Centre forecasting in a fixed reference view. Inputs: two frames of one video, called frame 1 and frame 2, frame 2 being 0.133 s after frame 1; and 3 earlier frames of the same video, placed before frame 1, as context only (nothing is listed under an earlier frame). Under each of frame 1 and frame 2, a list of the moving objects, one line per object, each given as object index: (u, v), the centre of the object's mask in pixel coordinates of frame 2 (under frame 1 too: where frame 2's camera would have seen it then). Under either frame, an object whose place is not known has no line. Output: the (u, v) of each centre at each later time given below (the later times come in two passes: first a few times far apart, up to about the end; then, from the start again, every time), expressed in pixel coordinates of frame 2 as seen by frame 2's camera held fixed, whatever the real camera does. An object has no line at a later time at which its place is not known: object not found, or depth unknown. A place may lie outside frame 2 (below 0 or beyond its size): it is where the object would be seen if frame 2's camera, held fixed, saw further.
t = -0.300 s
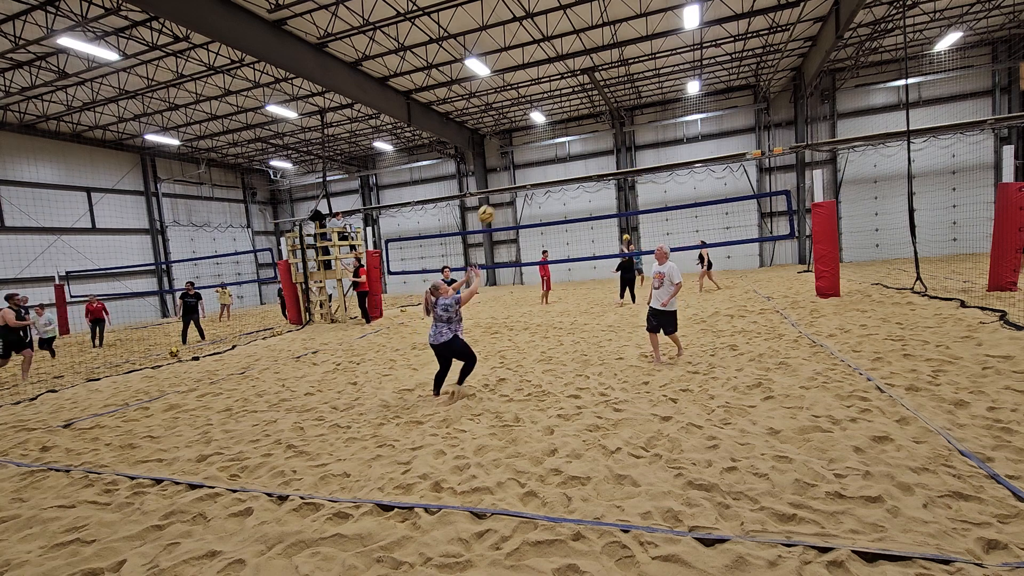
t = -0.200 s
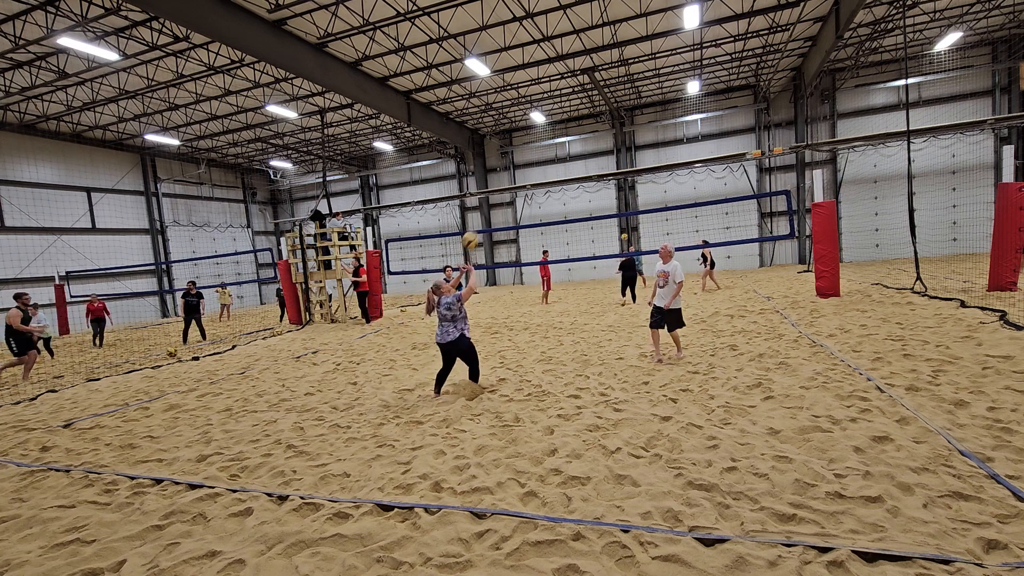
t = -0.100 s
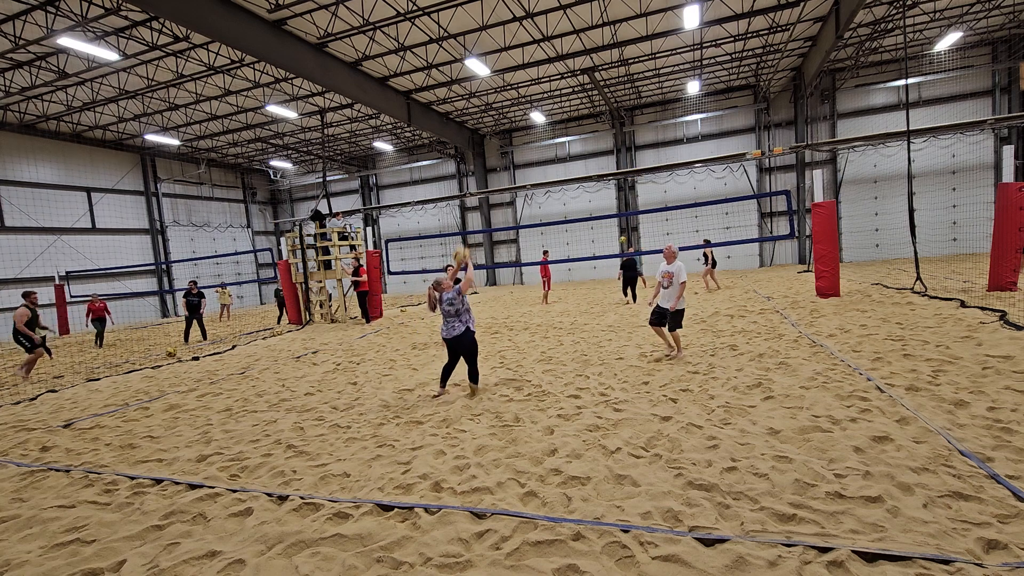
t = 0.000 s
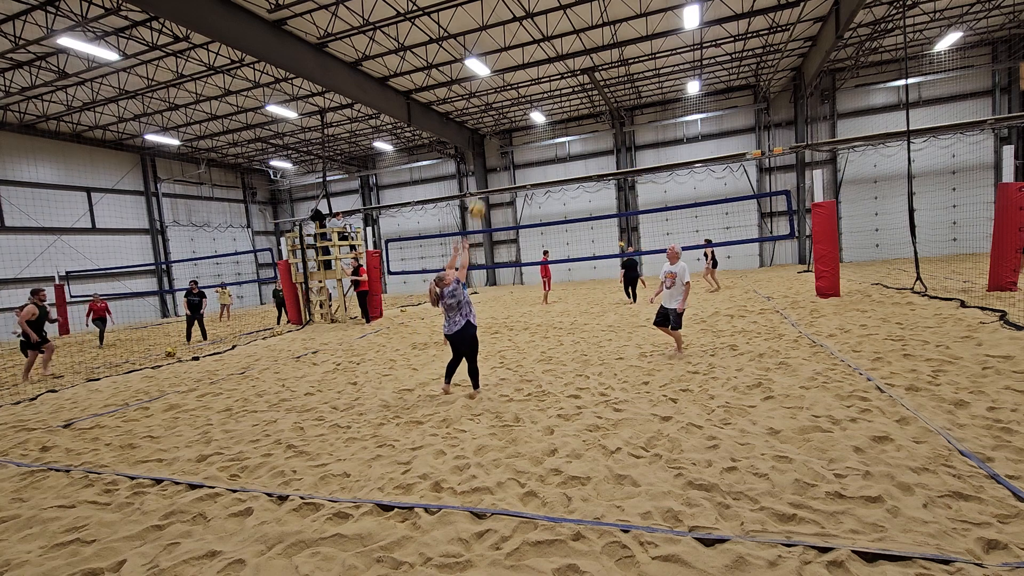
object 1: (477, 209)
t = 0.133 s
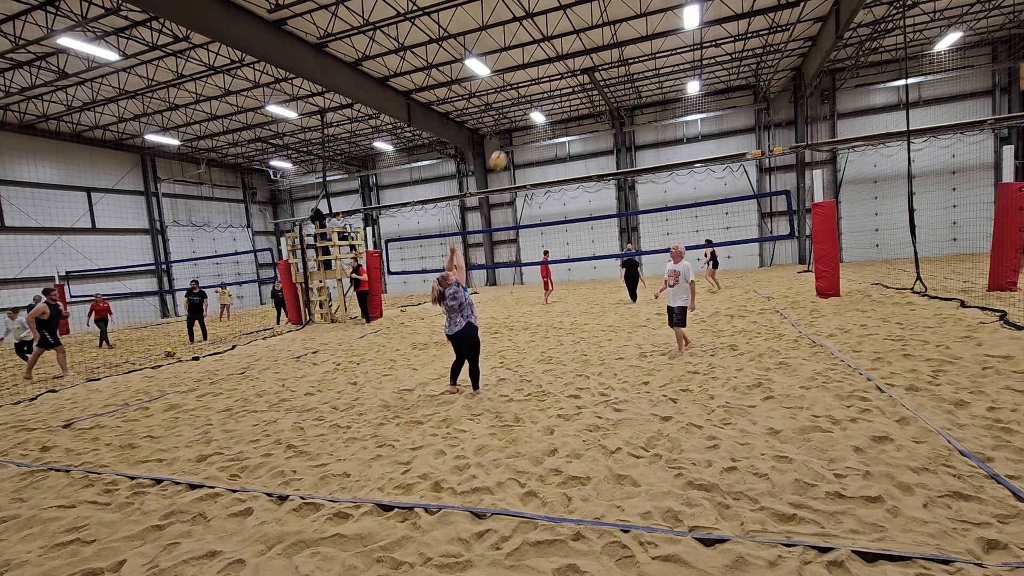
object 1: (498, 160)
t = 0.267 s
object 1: (520, 127)
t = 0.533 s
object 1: (563, 102)
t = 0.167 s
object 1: (503, 151)
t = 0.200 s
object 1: (509, 142)
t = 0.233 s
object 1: (514, 134)
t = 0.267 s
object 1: (520, 127)
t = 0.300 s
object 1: (524, 121)
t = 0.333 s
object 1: (530, 115)
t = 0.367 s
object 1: (536, 110)
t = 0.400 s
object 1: (542, 105)
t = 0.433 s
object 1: (547, 104)
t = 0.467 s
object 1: (553, 103)
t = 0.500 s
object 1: (558, 102)
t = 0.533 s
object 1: (563, 102)
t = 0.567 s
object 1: (569, 102)
